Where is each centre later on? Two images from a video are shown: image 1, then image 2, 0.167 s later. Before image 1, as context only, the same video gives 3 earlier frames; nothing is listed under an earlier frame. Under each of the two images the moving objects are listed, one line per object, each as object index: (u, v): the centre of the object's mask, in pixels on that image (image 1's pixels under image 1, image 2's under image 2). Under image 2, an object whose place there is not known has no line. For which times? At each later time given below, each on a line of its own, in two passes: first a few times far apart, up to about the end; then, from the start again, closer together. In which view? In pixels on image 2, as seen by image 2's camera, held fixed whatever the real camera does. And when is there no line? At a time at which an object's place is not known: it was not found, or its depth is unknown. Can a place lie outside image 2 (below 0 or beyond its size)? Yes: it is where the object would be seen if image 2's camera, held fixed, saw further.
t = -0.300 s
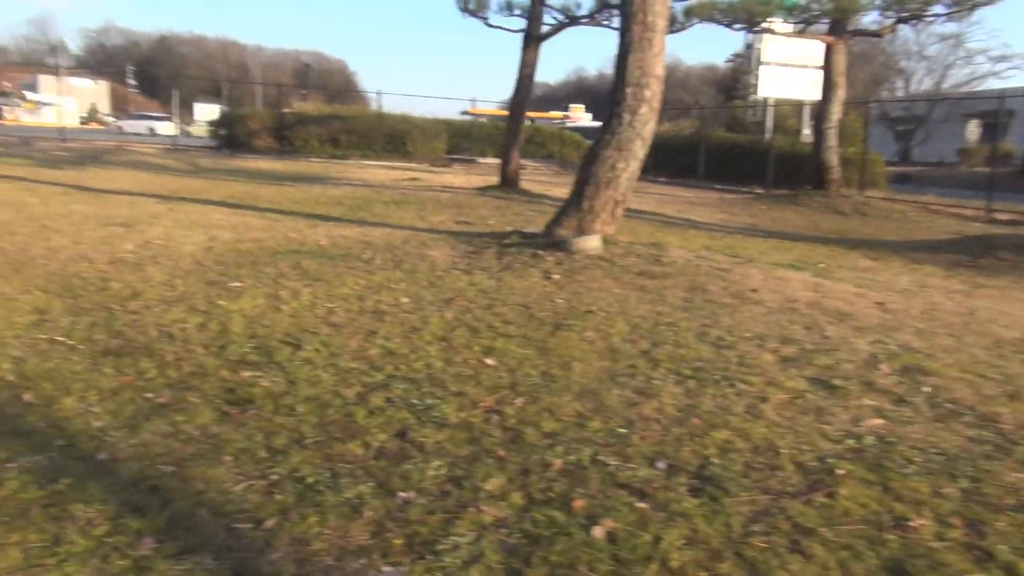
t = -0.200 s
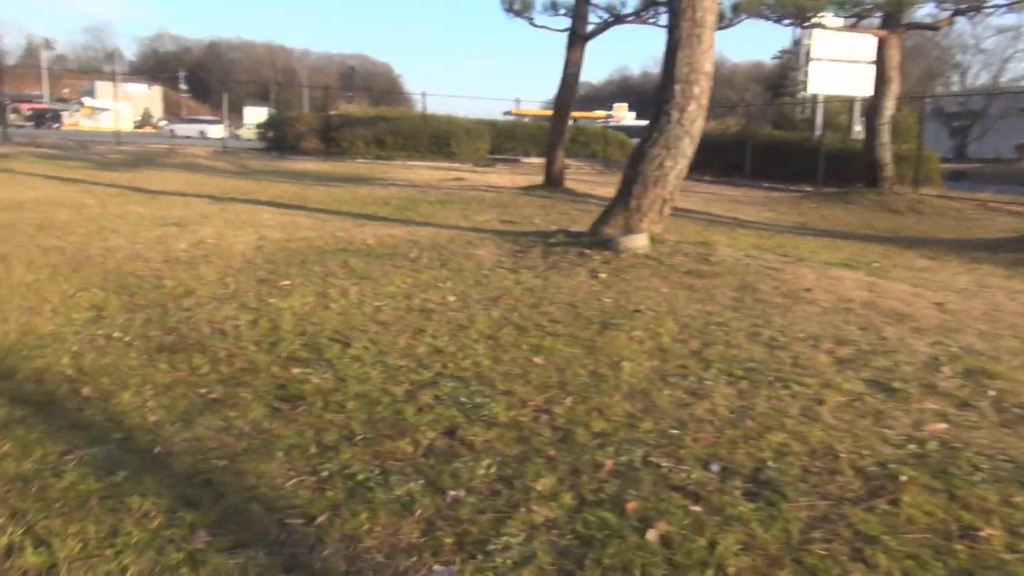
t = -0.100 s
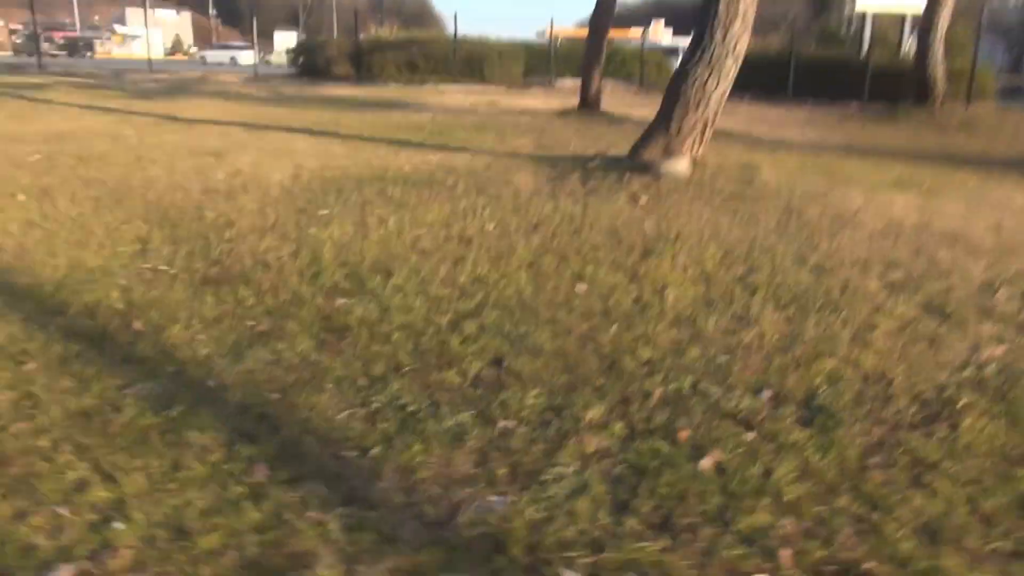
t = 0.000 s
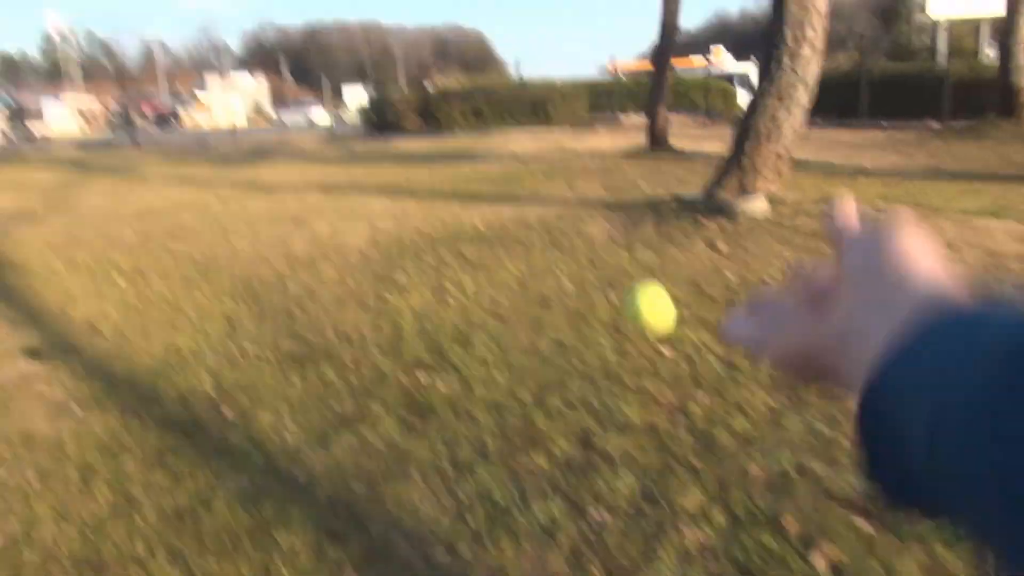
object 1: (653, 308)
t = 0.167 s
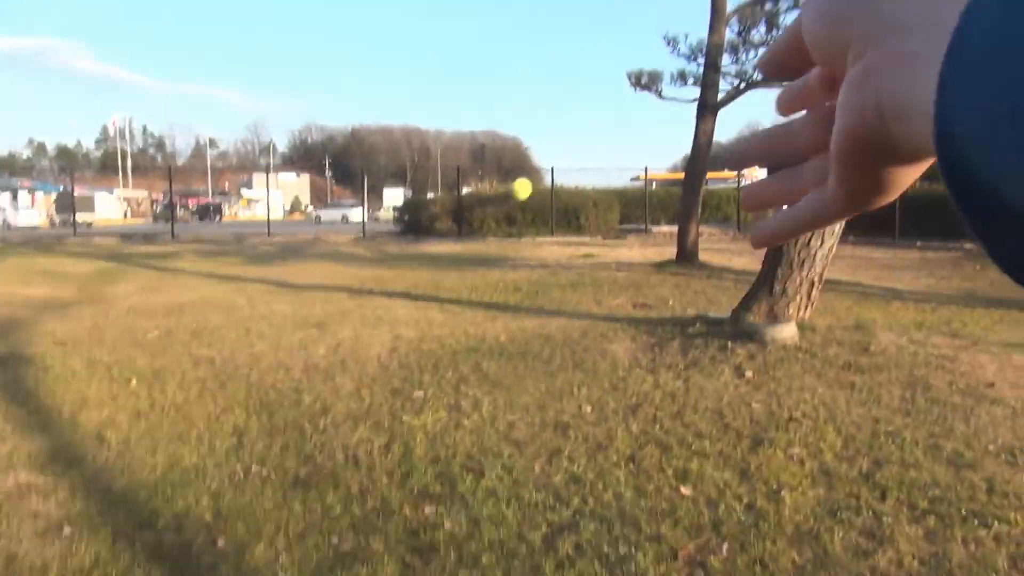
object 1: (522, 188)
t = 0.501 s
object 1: (475, 263)
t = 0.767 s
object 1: (474, 284)
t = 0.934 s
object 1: (481, 267)
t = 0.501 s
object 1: (475, 263)
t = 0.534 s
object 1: (473, 278)
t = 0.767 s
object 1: (474, 284)
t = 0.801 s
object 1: (476, 277)
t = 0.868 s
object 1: (479, 268)
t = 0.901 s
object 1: (480, 266)
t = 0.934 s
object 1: (481, 267)
